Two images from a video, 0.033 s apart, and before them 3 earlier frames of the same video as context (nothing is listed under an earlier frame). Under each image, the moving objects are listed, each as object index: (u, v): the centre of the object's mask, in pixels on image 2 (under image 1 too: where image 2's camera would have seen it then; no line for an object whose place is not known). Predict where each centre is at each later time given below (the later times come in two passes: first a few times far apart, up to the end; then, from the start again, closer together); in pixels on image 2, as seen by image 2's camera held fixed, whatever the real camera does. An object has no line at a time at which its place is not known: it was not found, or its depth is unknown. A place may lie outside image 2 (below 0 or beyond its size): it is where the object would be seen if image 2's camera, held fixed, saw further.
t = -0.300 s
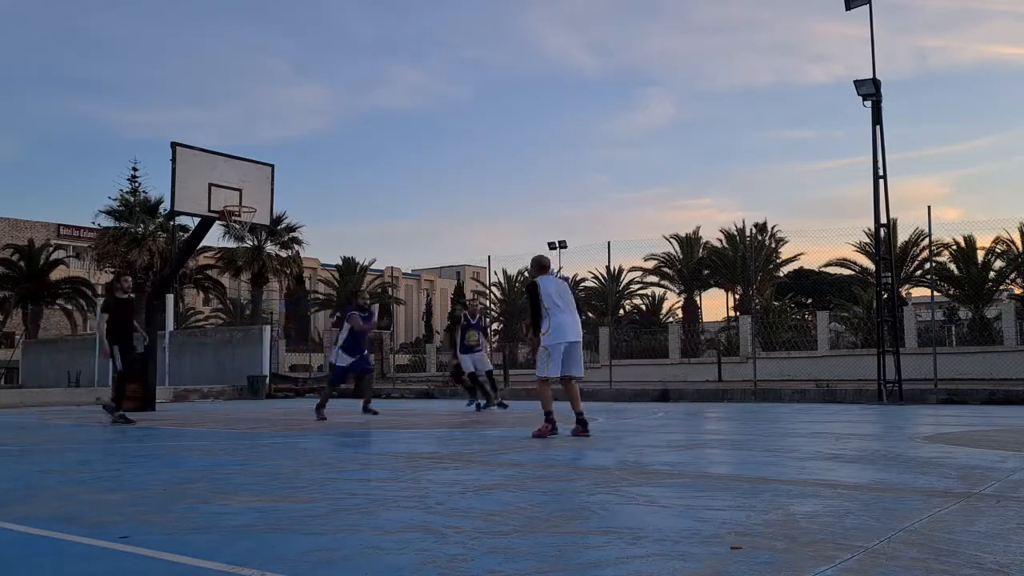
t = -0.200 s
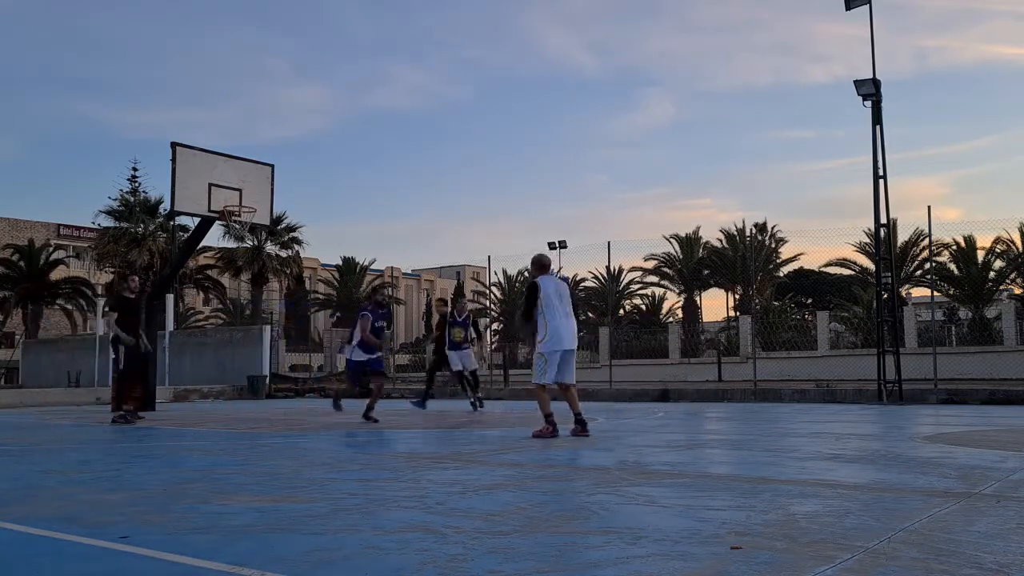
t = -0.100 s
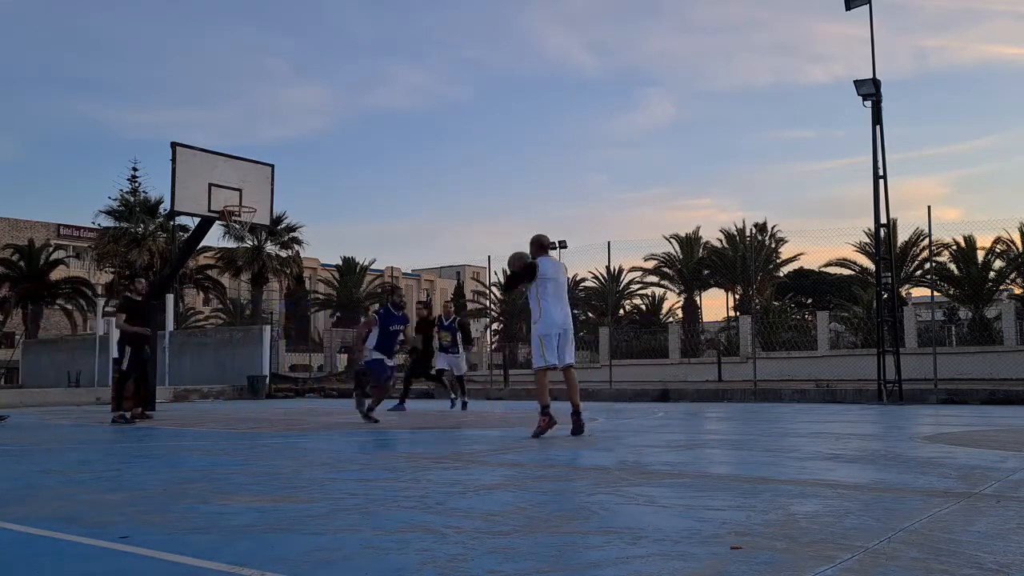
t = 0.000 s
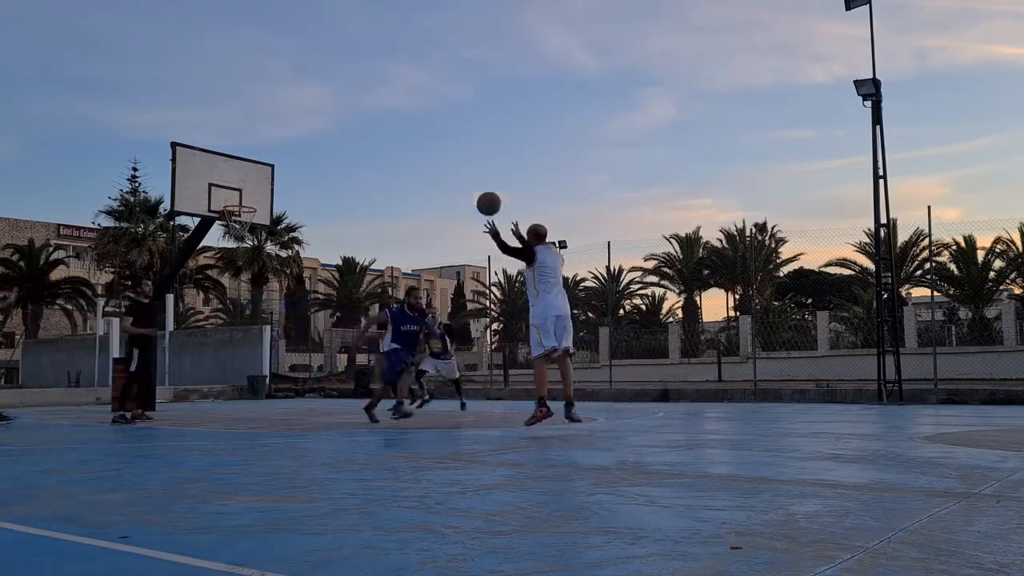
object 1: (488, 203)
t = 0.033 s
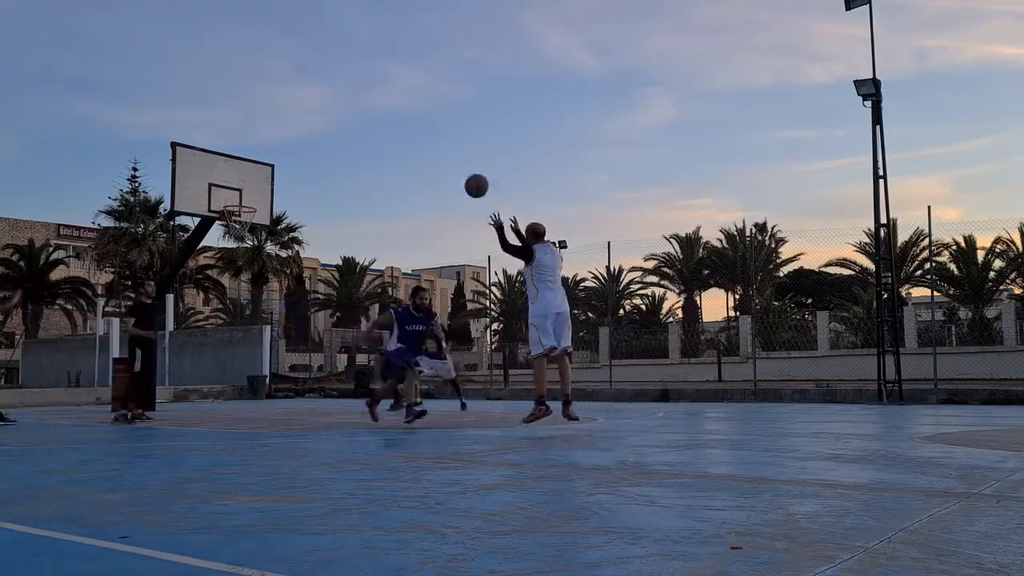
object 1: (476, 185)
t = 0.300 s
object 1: (394, 95)
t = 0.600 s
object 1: (323, 77)
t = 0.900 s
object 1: (266, 123)
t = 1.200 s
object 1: (213, 208)
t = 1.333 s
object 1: (173, 236)
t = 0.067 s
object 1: (465, 169)
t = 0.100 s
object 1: (454, 155)
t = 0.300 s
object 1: (394, 95)
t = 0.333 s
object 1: (385, 89)
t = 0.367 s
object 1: (377, 84)
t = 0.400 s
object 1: (368, 80)
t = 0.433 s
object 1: (360, 78)
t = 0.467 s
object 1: (353, 76)
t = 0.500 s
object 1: (345, 75)
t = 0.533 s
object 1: (338, 75)
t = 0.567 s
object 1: (330, 75)
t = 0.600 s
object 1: (323, 77)
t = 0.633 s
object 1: (316, 79)
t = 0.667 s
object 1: (310, 82)
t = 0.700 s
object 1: (303, 86)
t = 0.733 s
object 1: (296, 90)
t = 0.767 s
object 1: (290, 96)
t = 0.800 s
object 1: (284, 102)
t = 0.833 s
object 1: (278, 108)
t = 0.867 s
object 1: (271, 115)
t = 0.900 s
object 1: (266, 123)
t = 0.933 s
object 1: (260, 131)
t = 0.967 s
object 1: (254, 140)
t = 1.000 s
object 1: (249, 149)
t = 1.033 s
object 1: (244, 159)
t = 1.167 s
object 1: (221, 204)
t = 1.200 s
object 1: (213, 208)
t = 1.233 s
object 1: (204, 214)
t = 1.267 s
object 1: (195, 221)
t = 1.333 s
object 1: (173, 236)
